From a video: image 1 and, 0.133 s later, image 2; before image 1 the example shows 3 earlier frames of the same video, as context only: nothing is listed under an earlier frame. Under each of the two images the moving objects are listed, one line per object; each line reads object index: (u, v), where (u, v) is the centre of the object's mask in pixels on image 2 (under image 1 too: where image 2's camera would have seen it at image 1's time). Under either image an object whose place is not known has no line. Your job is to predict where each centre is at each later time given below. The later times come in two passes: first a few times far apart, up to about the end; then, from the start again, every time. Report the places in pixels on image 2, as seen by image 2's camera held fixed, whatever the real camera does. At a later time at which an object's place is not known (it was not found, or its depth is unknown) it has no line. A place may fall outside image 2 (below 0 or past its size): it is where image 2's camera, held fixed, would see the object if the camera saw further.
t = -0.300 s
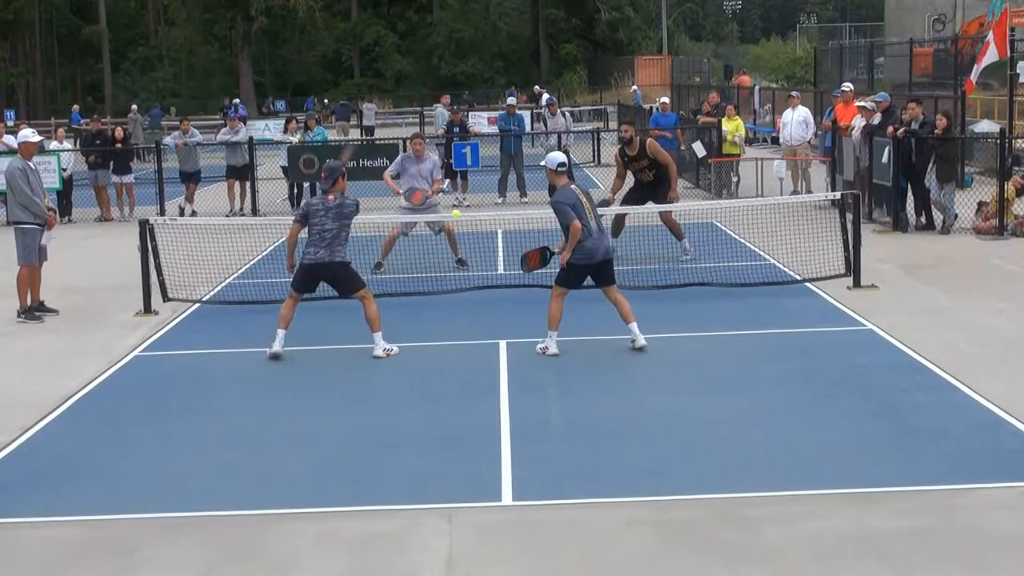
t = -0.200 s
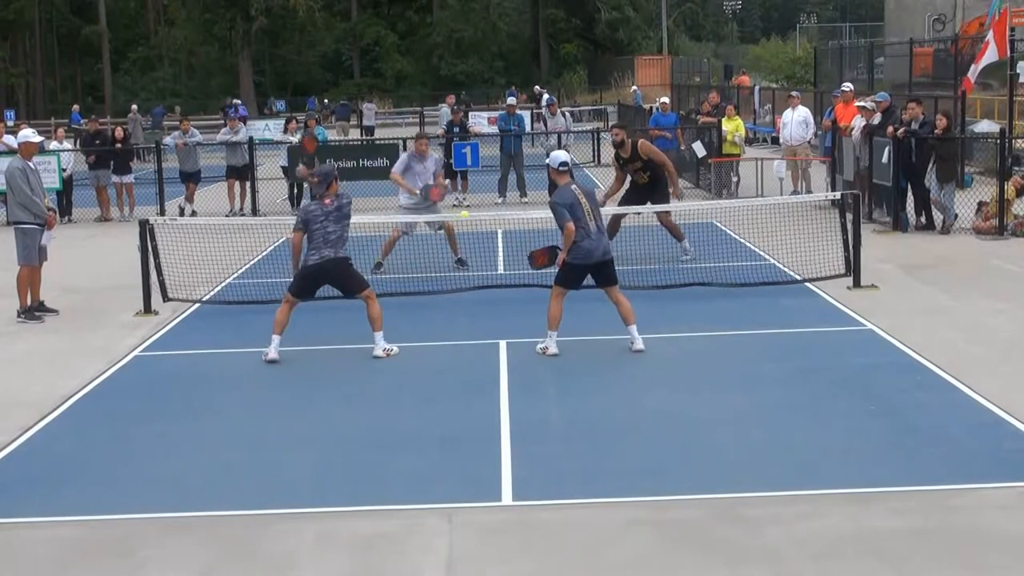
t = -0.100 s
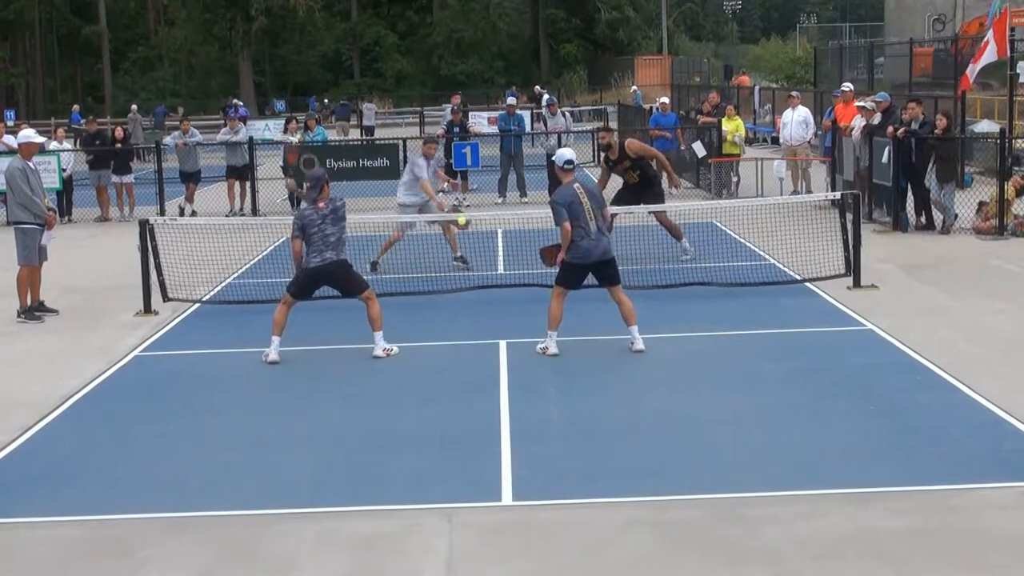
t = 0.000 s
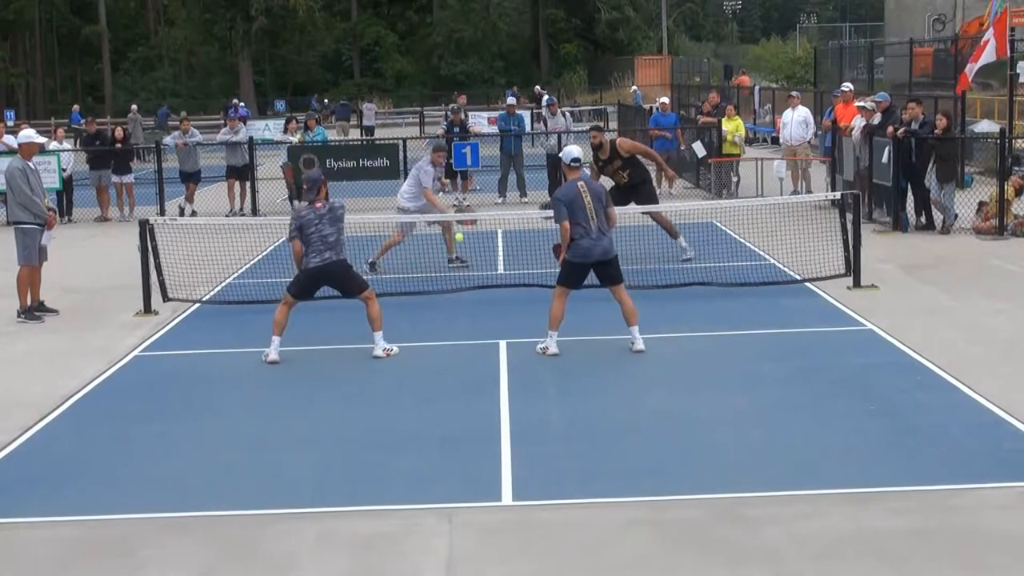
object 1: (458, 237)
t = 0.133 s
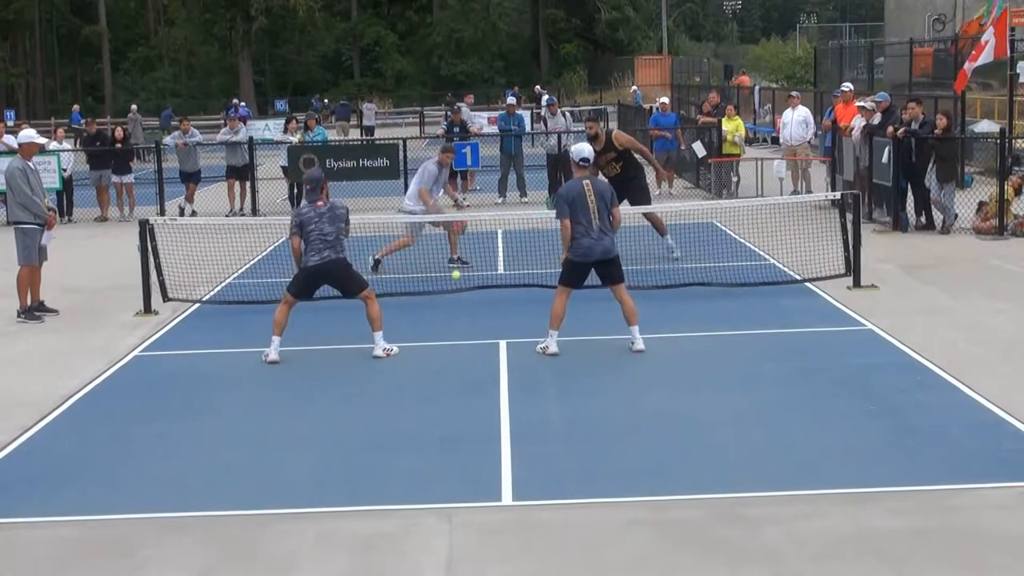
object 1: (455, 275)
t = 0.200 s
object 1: (454, 300)
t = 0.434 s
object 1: (444, 264)
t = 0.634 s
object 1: (437, 274)
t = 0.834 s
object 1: (429, 292)
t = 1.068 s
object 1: (423, 288)
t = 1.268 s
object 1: (416, 295)
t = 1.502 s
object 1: (408, 304)
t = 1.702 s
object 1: (400, 305)
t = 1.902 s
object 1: (391, 307)
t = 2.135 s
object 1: (380, 309)
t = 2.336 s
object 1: (370, 310)
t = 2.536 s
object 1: (361, 311)
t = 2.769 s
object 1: (350, 312)
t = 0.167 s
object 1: (455, 287)
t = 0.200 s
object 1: (454, 300)
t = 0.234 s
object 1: (453, 295)
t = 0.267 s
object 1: (451, 286)
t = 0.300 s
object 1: (450, 280)
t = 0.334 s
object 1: (448, 274)
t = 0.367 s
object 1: (447, 269)
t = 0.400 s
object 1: (445, 266)
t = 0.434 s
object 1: (444, 264)
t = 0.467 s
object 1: (443, 263)
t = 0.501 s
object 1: (442, 263)
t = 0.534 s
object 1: (440, 264)
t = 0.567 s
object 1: (439, 267)
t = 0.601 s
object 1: (438, 269)
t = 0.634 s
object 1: (437, 274)
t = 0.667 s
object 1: (435, 280)
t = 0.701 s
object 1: (434, 286)
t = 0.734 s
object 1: (433, 295)
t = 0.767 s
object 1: (432, 303)
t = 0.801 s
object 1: (431, 297)
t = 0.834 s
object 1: (429, 292)
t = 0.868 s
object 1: (429, 288)
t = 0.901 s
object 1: (428, 285)
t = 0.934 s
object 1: (426, 283)
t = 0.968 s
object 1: (425, 283)
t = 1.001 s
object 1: (424, 283)
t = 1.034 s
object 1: (423, 285)
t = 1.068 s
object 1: (423, 288)
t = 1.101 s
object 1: (422, 292)
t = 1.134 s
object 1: (421, 297)
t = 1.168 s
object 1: (420, 303)
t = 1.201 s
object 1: (419, 302)
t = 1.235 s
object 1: (417, 298)
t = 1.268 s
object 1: (416, 295)
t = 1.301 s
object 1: (415, 294)
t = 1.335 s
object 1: (413, 294)
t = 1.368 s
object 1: (413, 294)
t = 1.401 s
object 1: (411, 296)
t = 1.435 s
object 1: (410, 300)
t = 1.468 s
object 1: (409, 304)
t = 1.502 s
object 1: (408, 304)
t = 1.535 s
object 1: (406, 302)
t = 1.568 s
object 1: (405, 300)
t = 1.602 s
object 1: (404, 300)
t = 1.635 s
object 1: (403, 300)
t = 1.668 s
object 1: (401, 302)
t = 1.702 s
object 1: (400, 305)
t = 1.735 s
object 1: (398, 306)
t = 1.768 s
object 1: (397, 304)
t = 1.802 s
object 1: (395, 303)
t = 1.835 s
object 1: (394, 304)
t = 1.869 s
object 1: (393, 305)
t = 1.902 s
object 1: (391, 307)
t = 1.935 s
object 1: (390, 306)
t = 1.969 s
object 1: (388, 306)
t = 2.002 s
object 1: (386, 307)
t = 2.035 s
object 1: (385, 308)
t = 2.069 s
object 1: (383, 308)
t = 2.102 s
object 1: (382, 308)
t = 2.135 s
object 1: (380, 309)
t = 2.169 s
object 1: (378, 308)
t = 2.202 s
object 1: (377, 309)
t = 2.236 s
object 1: (375, 309)
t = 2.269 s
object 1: (373, 309)
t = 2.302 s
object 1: (372, 309)
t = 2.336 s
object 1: (370, 310)
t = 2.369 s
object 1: (369, 310)
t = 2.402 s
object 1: (367, 310)
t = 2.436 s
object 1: (366, 310)
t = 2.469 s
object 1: (364, 311)
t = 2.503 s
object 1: (362, 311)
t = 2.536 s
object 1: (361, 311)
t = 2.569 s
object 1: (359, 311)
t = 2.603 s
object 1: (357, 311)
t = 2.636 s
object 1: (356, 311)
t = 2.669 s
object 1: (355, 311)
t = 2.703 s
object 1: (353, 311)
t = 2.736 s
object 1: (352, 312)
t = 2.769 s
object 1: (350, 312)
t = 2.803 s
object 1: (349, 312)
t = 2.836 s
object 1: (347, 312)
